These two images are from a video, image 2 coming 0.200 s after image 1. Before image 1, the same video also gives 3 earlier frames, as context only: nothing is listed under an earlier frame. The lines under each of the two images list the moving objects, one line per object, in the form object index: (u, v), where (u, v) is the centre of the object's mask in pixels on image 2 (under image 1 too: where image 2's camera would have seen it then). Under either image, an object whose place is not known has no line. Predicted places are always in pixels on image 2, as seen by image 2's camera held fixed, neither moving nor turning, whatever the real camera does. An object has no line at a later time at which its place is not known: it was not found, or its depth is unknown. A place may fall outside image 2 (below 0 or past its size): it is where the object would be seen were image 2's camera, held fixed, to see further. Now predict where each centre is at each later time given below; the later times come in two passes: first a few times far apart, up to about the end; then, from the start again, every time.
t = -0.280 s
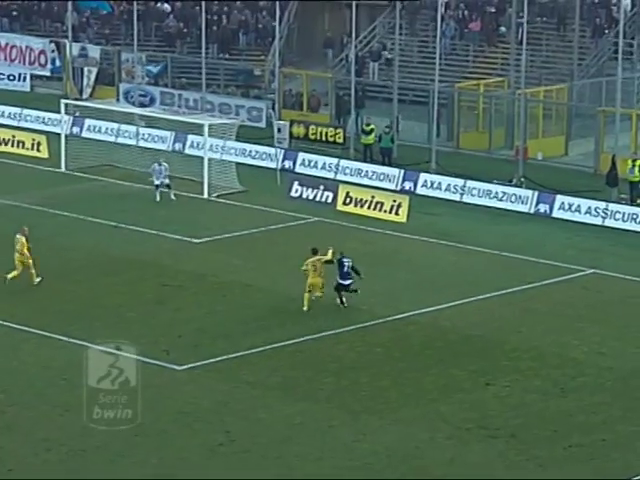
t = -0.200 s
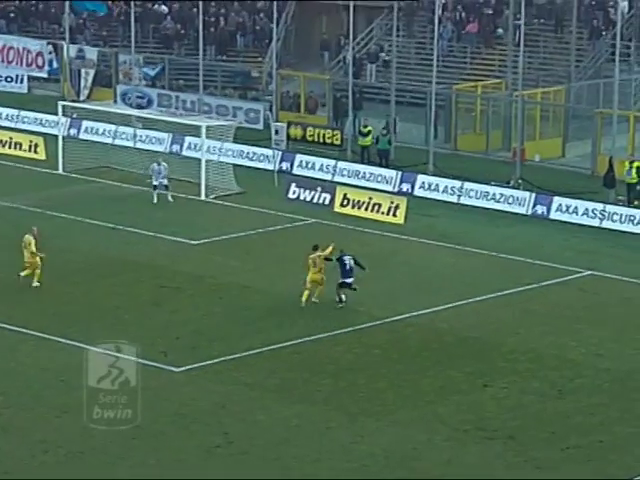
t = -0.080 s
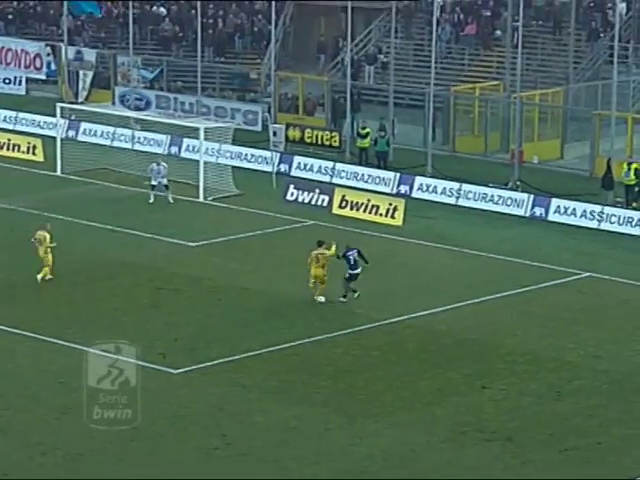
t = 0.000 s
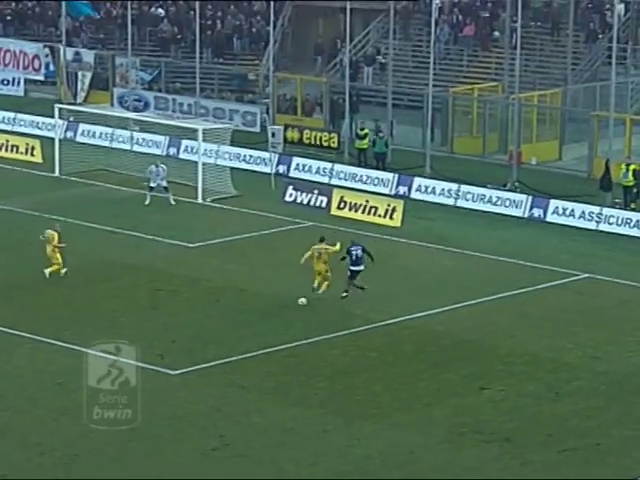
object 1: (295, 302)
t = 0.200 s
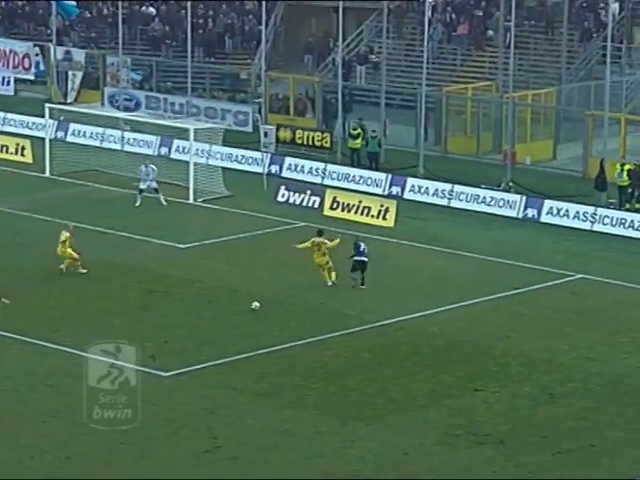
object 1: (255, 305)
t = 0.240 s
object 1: (249, 304)
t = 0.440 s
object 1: (220, 305)
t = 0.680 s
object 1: (191, 307)
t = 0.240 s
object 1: (249, 304)
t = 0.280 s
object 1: (242, 305)
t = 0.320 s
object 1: (236, 305)
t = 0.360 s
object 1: (230, 306)
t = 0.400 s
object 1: (225, 306)
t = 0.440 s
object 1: (220, 305)
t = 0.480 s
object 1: (215, 305)
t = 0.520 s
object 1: (210, 306)
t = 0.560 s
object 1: (205, 306)
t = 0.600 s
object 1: (200, 306)
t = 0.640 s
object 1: (196, 306)
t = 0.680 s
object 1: (191, 307)
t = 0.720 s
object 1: (186, 306)
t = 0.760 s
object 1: (182, 306)
